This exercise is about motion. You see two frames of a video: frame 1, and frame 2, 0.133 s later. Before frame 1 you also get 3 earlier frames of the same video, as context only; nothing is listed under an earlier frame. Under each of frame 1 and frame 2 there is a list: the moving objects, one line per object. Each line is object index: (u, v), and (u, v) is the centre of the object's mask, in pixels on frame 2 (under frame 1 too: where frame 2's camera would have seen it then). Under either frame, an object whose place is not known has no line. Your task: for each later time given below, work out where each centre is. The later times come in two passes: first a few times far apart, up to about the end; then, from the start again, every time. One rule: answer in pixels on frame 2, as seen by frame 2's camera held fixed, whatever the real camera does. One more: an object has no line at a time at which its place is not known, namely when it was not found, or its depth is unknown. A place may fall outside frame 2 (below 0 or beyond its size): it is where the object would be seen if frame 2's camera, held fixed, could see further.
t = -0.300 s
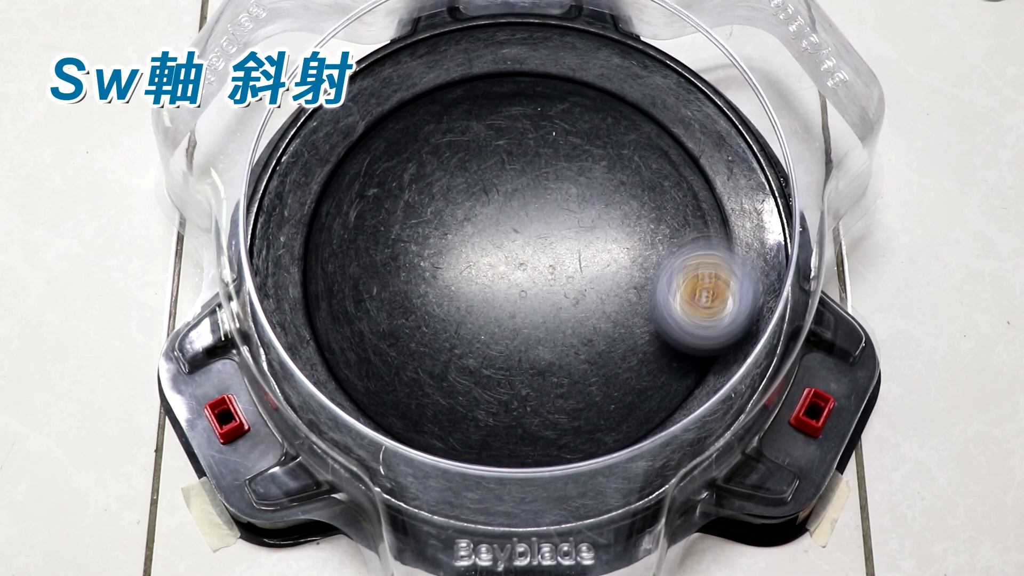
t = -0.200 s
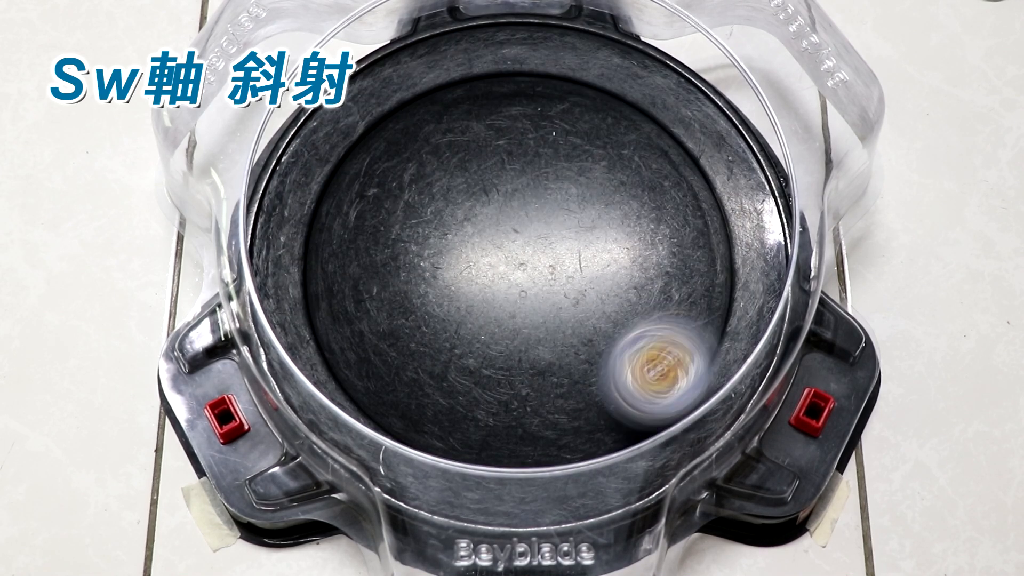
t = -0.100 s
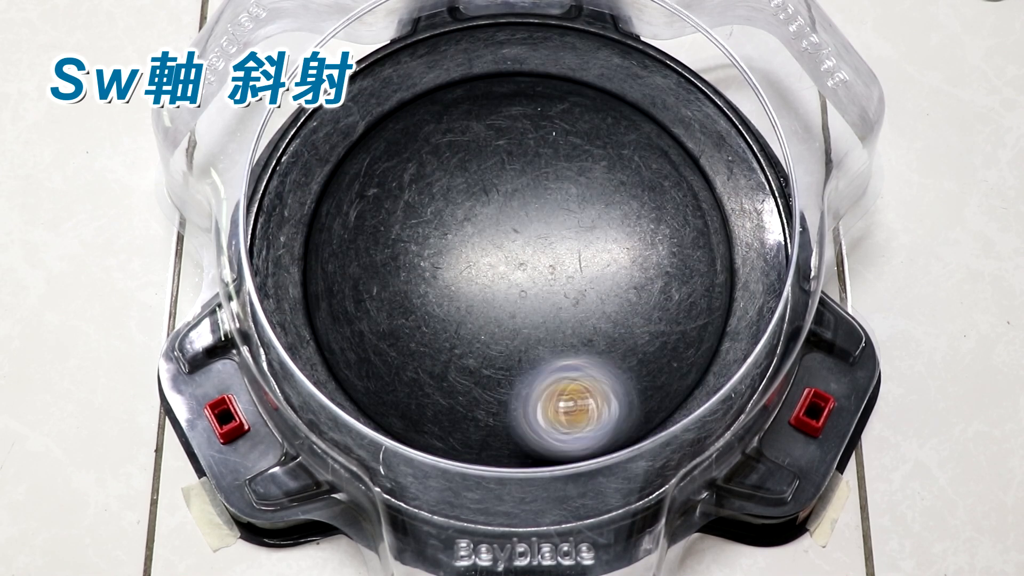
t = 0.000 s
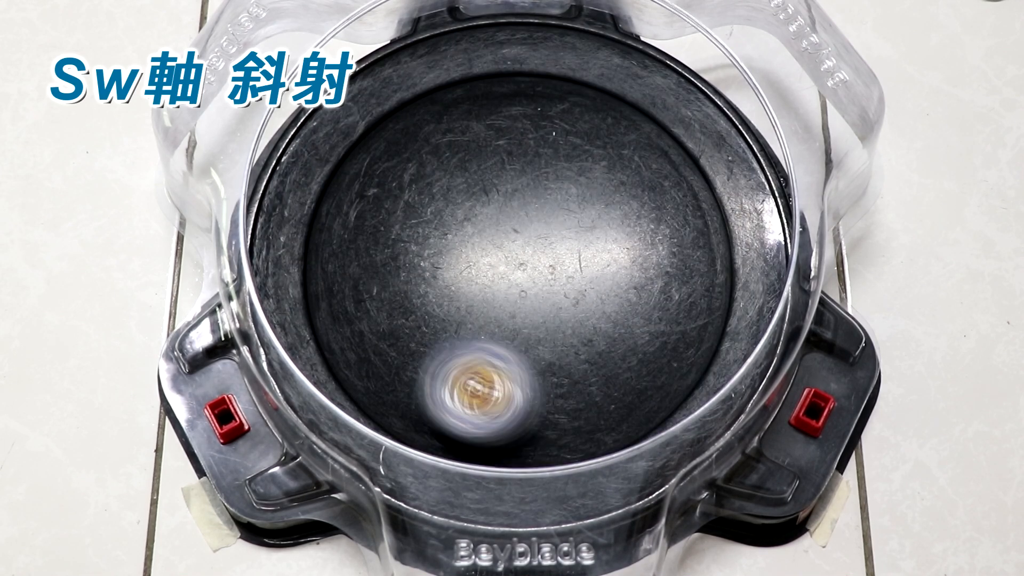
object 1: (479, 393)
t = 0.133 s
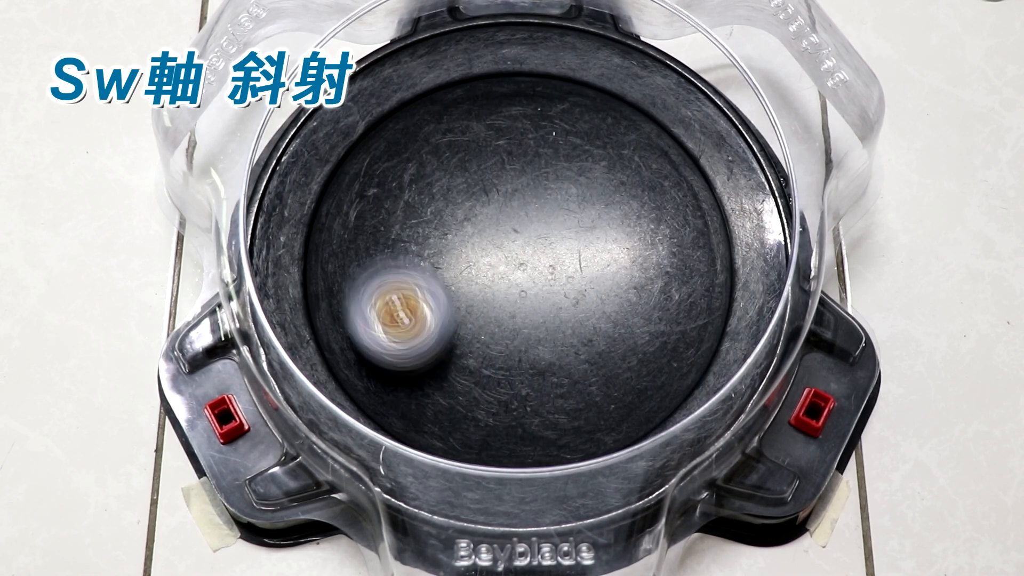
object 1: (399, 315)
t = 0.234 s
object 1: (384, 243)
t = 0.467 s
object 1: (483, 114)
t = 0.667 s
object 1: (615, 152)
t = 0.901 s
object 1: (612, 317)
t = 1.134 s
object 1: (453, 357)
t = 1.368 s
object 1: (392, 253)
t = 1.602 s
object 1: (492, 175)
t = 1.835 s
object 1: (593, 238)
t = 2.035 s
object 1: (585, 318)
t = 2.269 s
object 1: (483, 337)
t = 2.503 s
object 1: (456, 221)
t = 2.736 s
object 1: (551, 176)
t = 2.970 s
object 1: (621, 246)
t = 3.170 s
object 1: (553, 331)
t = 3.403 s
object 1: (427, 280)
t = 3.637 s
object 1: (448, 171)
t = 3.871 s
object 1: (573, 179)
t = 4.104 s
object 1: (599, 309)
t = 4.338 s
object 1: (487, 366)
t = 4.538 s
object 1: (406, 301)
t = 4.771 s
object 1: (464, 187)
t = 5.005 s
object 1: (593, 190)
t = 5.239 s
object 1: (636, 298)
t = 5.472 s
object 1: (518, 356)
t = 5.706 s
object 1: (420, 267)
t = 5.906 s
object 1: (448, 173)
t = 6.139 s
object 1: (561, 157)
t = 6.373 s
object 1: (612, 275)
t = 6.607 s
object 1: (518, 356)
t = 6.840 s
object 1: (410, 308)
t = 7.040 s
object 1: (429, 211)
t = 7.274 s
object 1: (552, 181)
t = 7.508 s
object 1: (632, 265)
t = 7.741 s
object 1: (561, 355)
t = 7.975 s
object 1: (444, 304)
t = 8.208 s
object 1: (444, 192)
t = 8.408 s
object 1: (528, 150)
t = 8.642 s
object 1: (611, 232)
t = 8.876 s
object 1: (558, 337)
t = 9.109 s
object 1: (441, 335)
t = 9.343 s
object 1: (417, 236)
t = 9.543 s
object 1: (501, 180)
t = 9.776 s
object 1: (609, 217)
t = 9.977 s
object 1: (620, 305)
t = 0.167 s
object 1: (391, 294)
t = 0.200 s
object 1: (385, 270)
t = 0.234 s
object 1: (384, 243)
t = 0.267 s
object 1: (388, 221)
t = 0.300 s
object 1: (394, 196)
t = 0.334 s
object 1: (407, 172)
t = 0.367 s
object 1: (422, 153)
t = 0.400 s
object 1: (438, 138)
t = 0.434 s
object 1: (459, 123)
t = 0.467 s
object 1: (483, 114)
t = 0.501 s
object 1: (506, 108)
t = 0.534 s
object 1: (532, 107)
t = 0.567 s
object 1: (555, 111)
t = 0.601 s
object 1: (577, 120)
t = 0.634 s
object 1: (597, 133)
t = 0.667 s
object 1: (615, 152)
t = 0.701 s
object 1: (628, 169)
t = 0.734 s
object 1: (639, 196)
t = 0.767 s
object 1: (644, 228)
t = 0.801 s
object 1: (643, 250)
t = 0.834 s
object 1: (638, 276)
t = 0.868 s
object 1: (626, 301)
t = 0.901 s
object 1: (612, 317)
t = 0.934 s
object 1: (594, 333)
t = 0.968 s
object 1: (574, 347)
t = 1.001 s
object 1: (553, 355)
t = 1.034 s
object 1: (526, 362)
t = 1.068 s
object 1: (500, 363)
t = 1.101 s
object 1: (476, 361)
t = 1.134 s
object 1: (453, 357)
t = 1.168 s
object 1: (434, 347)
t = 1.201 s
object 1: (417, 336)
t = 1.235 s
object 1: (404, 323)
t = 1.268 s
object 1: (395, 307)
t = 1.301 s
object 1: (391, 291)
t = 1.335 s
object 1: (390, 273)
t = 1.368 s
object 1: (392, 253)
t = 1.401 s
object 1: (397, 238)
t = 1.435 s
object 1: (406, 220)
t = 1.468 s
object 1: (417, 205)
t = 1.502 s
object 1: (433, 193)
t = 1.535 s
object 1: (451, 183)
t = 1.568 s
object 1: (470, 178)
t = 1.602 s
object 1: (492, 175)
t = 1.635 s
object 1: (511, 176)
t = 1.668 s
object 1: (531, 182)
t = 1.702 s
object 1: (548, 188)
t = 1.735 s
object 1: (563, 198)
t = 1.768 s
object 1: (577, 212)
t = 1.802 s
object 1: (585, 223)
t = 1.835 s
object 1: (593, 238)
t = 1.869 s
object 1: (597, 254)
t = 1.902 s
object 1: (599, 267)
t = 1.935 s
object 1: (600, 281)
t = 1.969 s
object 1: (597, 296)
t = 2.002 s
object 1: (592, 307)
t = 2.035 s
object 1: (585, 318)
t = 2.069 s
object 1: (576, 329)
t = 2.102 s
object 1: (565, 338)
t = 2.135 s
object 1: (551, 344)
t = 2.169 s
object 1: (535, 349)
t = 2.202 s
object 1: (518, 350)
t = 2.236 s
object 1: (501, 346)
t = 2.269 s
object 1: (483, 337)
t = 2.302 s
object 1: (468, 327)
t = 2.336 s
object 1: (455, 311)
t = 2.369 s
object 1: (446, 291)
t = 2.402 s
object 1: (442, 274)
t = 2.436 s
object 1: (443, 254)
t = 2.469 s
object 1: (448, 237)
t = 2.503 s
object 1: (456, 221)
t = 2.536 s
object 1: (465, 207)
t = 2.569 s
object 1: (478, 195)
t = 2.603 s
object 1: (491, 187)
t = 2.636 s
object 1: (506, 180)
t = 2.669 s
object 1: (522, 175)
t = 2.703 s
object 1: (536, 174)
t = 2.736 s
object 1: (551, 176)
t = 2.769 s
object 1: (566, 179)
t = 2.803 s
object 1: (578, 184)
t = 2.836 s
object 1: (591, 192)
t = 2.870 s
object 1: (602, 202)
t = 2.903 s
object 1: (611, 214)
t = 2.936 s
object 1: (617, 229)
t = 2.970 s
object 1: (621, 246)
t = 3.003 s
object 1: (620, 262)
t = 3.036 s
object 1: (613, 281)
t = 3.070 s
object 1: (602, 300)
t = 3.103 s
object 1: (590, 311)
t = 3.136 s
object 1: (573, 321)
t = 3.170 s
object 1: (553, 331)
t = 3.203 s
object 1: (530, 334)
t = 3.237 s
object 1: (509, 333)
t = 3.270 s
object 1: (490, 328)
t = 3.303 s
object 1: (472, 321)
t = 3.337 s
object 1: (454, 309)
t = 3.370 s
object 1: (438, 294)
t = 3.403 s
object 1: (427, 280)
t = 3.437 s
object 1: (419, 263)
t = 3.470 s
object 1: (416, 246)
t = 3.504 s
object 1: (417, 230)
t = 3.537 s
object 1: (419, 213)
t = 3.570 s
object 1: (426, 196)
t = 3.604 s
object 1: (435, 183)
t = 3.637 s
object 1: (448, 171)
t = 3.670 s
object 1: (464, 160)
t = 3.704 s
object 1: (481, 154)
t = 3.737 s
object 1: (499, 150)
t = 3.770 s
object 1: (519, 152)
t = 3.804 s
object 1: (538, 157)
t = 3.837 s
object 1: (556, 165)
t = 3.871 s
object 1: (573, 179)
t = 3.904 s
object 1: (588, 195)
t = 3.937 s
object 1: (598, 211)
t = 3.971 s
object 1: (607, 233)
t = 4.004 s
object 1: (610, 252)
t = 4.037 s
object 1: (610, 272)
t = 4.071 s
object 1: (605, 292)
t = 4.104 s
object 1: (599, 309)
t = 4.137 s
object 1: (588, 325)
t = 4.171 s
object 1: (575, 340)
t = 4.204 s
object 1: (560, 350)
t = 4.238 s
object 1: (543, 358)
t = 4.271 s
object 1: (526, 364)
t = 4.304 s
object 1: (508, 366)
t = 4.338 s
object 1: (487, 366)
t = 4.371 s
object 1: (469, 362)
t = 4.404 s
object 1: (452, 355)
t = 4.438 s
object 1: (436, 345)
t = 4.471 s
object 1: (422, 332)
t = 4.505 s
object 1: (413, 317)
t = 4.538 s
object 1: (406, 301)
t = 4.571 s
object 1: (404, 281)
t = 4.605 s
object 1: (404, 264)
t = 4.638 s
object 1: (409, 245)
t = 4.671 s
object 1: (419, 226)
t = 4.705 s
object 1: (432, 213)
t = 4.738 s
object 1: (445, 200)
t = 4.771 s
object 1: (464, 187)
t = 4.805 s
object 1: (482, 180)
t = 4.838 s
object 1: (501, 175)
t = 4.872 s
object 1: (521, 173)
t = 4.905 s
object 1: (540, 173)
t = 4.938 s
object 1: (559, 176)
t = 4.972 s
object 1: (578, 183)
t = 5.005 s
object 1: (593, 190)
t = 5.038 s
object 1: (608, 200)
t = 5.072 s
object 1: (622, 215)
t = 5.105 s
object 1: (631, 228)
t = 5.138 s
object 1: (637, 244)
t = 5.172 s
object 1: (641, 263)
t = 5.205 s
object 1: (640, 281)
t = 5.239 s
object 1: (636, 298)
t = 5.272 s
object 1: (627, 314)
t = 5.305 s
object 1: (615, 328)
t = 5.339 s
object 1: (602, 340)
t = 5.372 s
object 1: (580, 351)
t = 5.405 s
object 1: (561, 357)
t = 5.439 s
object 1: (542, 357)
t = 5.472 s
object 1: (518, 356)
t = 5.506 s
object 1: (499, 351)
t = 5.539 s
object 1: (479, 342)
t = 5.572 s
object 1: (461, 330)
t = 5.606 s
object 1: (447, 317)
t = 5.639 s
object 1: (435, 301)
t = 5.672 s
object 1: (426, 283)
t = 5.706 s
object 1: (420, 267)
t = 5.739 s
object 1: (419, 251)
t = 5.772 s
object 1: (419, 233)
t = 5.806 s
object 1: (424, 217)
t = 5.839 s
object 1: (428, 201)
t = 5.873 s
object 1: (437, 186)
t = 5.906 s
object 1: (448, 173)
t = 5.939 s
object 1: (461, 162)
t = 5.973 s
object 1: (475, 154)
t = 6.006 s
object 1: (491, 148)
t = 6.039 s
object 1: (508, 146)
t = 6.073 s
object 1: (526, 146)
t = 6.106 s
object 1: (545, 151)
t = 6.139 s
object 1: (561, 157)
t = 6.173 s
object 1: (578, 168)
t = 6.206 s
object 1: (592, 181)
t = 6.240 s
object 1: (602, 197)
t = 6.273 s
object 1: (610, 217)
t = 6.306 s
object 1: (615, 238)
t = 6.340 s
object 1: (615, 254)
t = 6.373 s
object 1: (612, 275)
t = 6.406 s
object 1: (605, 293)
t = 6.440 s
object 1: (597, 309)
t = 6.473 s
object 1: (582, 324)
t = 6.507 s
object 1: (570, 336)
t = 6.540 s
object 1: (554, 345)
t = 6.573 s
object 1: (536, 352)
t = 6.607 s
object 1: (518, 356)
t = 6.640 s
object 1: (500, 357)
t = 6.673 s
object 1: (480, 358)
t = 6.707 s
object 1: (463, 353)
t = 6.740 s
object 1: (445, 345)
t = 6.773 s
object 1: (431, 334)
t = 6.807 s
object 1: (419, 321)
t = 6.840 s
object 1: (410, 308)
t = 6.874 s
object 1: (404, 291)
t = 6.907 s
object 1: (401, 274)
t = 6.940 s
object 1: (403, 257)
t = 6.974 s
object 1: (408, 240)
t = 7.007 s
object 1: (418, 225)
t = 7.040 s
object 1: (429, 211)
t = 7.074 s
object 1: (444, 199)
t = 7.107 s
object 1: (461, 188)
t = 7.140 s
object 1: (477, 182)
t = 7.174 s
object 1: (497, 179)
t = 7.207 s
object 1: (516, 176)
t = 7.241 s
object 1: (534, 178)
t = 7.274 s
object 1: (552, 181)
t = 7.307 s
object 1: (569, 187)
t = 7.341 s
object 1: (586, 195)
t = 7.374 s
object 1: (599, 205)
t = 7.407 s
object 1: (613, 218)
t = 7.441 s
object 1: (622, 232)
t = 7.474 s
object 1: (630, 249)
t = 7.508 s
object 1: (632, 265)
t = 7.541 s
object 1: (632, 281)
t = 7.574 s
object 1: (628, 299)
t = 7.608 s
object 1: (620, 315)
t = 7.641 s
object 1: (610, 328)
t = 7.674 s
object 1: (596, 340)
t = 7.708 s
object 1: (578, 350)
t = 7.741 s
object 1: (561, 355)
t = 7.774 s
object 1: (540, 358)
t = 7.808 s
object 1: (520, 355)
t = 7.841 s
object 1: (503, 350)
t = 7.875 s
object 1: (484, 342)
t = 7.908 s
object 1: (468, 332)
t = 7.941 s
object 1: (454, 319)
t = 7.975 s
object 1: (444, 304)
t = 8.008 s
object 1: (435, 289)
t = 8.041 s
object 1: (428, 272)
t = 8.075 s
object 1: (426, 255)
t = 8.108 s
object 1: (427, 239)
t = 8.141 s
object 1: (429, 222)
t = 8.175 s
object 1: (435, 207)
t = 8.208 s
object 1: (444, 192)
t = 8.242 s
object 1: (453, 179)
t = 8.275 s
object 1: (465, 168)
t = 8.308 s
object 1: (481, 159)
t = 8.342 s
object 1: (496, 153)
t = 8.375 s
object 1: (512, 150)
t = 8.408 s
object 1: (528, 150)
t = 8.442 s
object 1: (546, 154)
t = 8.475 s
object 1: (562, 161)
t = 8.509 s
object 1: (577, 172)
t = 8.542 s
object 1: (589, 184)
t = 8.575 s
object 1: (599, 198)
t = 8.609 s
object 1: (607, 217)
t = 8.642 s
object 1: (611, 232)
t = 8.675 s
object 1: (611, 251)
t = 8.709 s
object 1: (609, 270)
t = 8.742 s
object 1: (604, 284)
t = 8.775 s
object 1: (594, 302)
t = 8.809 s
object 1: (584, 317)
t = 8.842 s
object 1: (573, 326)
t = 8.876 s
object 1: (558, 337)
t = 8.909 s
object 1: (541, 346)
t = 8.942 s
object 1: (526, 350)
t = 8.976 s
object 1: (509, 353)
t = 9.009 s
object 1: (490, 354)
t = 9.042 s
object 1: (472, 351)
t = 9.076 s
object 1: (457, 345)
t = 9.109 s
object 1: (441, 335)
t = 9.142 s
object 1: (427, 325)
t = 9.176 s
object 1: (418, 312)
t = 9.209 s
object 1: (411, 297)
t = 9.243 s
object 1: (407, 283)
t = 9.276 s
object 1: (406, 266)
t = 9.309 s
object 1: (410, 250)
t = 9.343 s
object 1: (417, 236)
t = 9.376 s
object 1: (426, 220)
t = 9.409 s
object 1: (439, 208)
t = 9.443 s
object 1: (453, 197)
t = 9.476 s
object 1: (469, 190)
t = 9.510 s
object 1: (486, 184)
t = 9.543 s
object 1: (501, 180)
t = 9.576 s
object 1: (518, 179)
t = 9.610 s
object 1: (536, 182)
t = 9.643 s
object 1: (553, 184)
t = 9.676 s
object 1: (569, 189)
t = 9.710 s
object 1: (584, 197)
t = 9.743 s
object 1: (597, 206)
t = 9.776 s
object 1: (609, 217)
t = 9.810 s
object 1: (618, 231)
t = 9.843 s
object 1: (625, 245)
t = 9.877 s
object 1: (629, 260)
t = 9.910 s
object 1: (630, 276)
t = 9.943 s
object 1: (627, 290)
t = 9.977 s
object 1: (620, 305)
